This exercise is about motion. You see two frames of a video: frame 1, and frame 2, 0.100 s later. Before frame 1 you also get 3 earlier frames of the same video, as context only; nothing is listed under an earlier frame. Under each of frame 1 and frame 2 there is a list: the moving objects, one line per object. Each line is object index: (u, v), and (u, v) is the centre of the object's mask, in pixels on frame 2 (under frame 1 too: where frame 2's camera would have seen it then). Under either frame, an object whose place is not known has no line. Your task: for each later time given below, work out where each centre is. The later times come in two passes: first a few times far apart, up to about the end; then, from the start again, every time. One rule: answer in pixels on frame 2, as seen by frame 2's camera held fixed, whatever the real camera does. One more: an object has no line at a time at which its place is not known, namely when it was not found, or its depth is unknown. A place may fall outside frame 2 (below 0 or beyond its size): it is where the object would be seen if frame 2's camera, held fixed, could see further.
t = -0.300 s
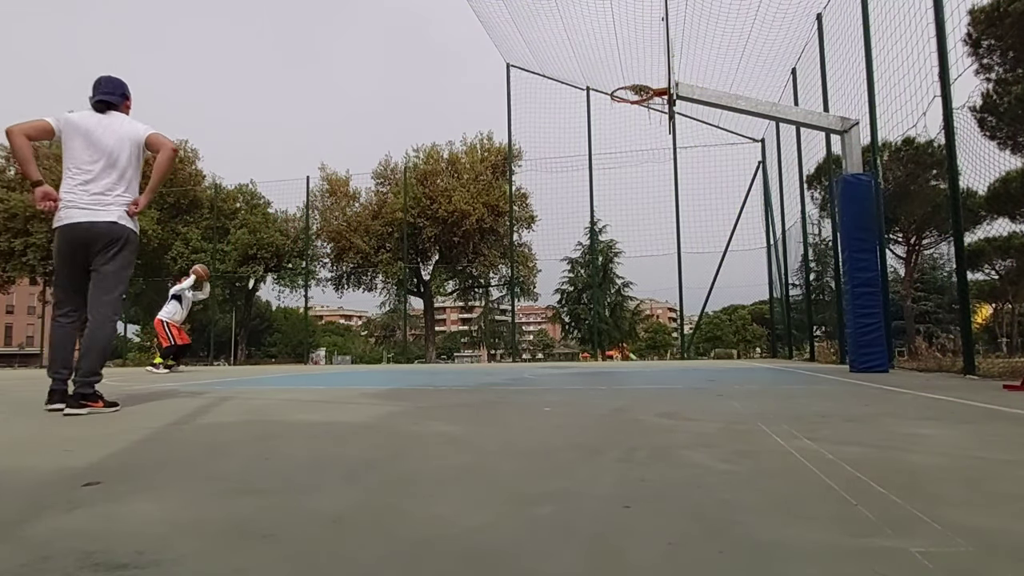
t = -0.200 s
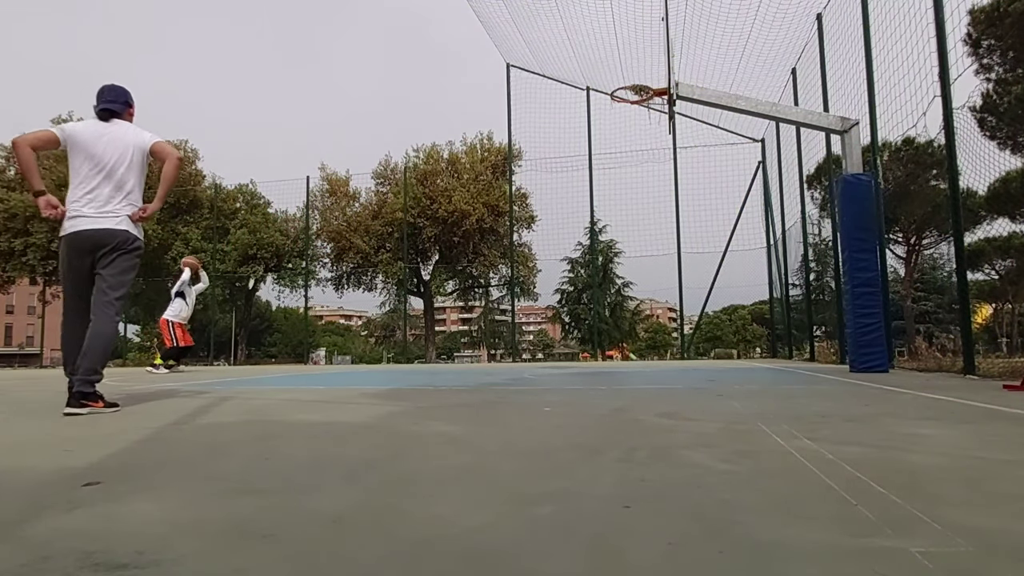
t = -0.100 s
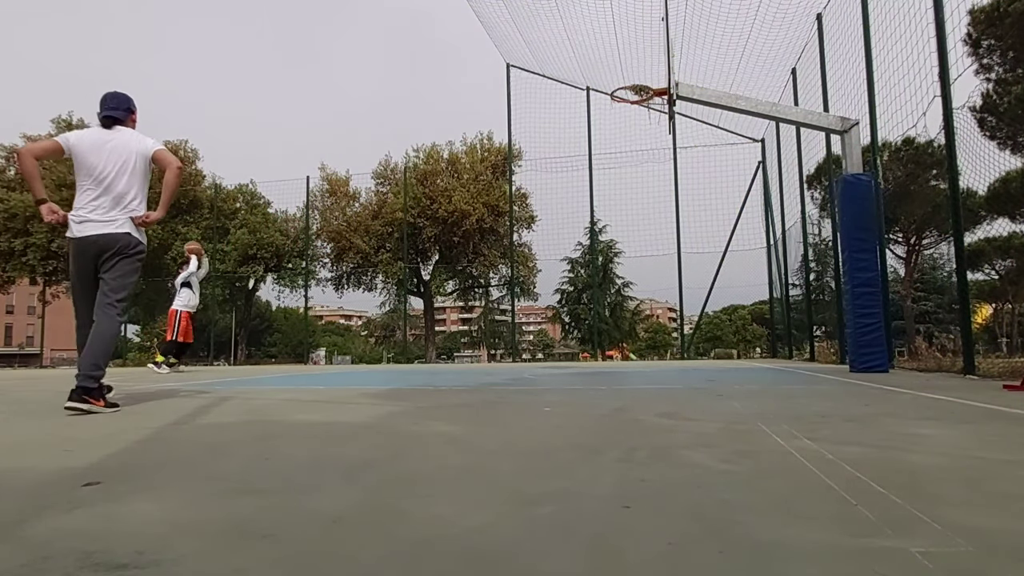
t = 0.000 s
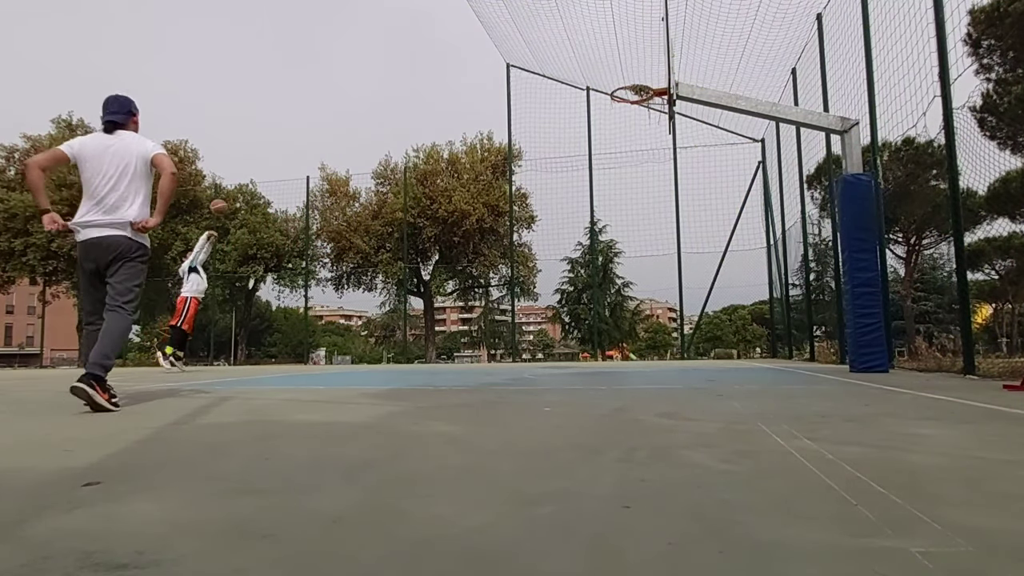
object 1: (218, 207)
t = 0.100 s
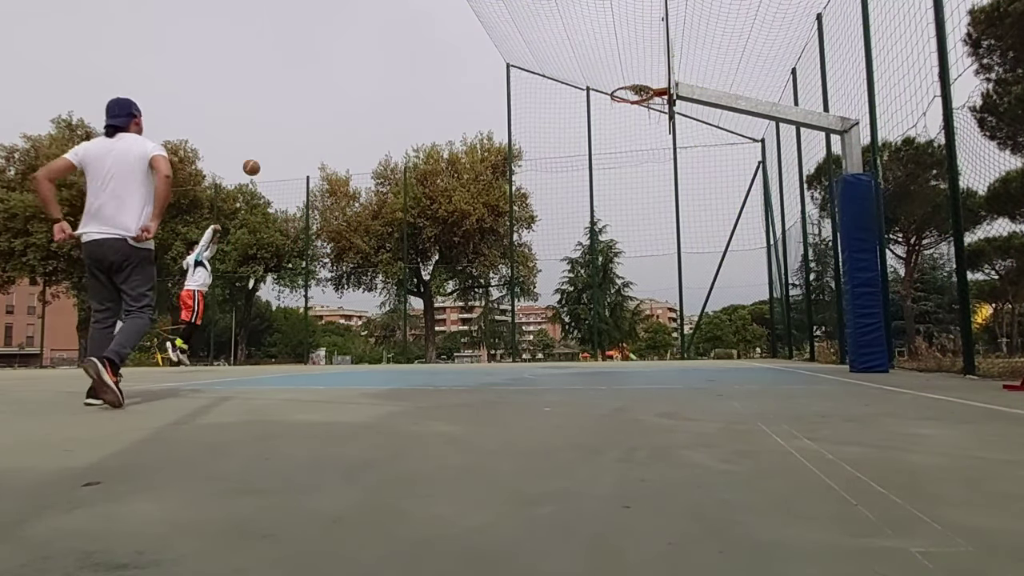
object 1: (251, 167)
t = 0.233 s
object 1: (296, 122)
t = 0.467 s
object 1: (381, 67)
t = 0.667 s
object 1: (460, 47)
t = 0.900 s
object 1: (564, 63)
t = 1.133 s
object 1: (654, 134)
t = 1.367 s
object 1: (626, 276)
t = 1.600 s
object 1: (587, 294)
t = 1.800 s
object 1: (544, 206)
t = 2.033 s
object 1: (498, 155)
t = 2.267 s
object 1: (452, 147)
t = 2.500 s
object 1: (410, 185)
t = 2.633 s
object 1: (385, 228)
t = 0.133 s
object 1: (262, 155)
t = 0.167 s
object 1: (273, 144)
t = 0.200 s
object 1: (285, 133)
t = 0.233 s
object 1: (296, 122)
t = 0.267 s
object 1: (308, 113)
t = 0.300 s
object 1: (319, 103)
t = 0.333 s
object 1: (331, 95)
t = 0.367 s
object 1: (343, 87)
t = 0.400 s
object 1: (356, 79)
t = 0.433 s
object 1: (368, 73)
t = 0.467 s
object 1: (381, 67)
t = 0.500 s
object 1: (393, 61)
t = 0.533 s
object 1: (406, 57)
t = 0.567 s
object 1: (419, 53)
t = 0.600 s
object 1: (433, 51)
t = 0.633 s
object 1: (446, 49)
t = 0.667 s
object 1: (460, 47)
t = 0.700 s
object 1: (474, 47)
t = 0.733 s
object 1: (488, 47)
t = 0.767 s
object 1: (502, 49)
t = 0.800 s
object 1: (517, 51)
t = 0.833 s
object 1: (533, 54)
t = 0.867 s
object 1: (548, 58)
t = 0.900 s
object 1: (564, 63)
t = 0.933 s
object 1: (580, 69)
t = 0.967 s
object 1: (596, 76)
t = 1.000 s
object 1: (613, 85)
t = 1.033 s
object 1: (629, 96)
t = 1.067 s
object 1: (649, 105)
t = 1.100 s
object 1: (658, 117)
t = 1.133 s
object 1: (654, 134)
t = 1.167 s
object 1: (651, 150)
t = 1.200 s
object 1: (646, 168)
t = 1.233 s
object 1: (642, 187)
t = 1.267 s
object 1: (637, 208)
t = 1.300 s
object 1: (633, 230)
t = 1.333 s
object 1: (630, 252)
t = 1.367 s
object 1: (626, 276)
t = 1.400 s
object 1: (622, 300)
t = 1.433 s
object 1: (618, 326)
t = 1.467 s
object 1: (614, 354)
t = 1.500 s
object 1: (608, 354)
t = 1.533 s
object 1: (600, 334)
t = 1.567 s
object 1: (594, 313)
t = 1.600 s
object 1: (587, 294)
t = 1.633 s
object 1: (580, 277)
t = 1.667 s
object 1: (573, 260)
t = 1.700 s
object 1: (565, 245)
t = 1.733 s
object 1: (558, 231)
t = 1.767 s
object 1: (551, 218)
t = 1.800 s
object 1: (544, 206)
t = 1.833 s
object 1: (537, 196)
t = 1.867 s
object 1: (530, 187)
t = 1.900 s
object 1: (523, 178)
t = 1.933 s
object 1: (517, 170)
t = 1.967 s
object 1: (510, 164)
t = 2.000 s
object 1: (504, 158)
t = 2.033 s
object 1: (498, 155)
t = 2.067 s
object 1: (491, 149)
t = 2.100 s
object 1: (485, 146)
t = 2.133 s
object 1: (478, 144)
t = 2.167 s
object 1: (471, 143)
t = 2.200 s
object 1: (464, 143)
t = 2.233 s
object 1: (458, 144)
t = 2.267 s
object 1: (452, 147)
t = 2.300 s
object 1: (445, 150)
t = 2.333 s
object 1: (439, 154)
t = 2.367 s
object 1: (433, 159)
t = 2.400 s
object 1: (428, 164)
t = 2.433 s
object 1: (422, 170)
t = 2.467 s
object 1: (417, 176)
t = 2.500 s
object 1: (410, 185)
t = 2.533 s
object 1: (403, 194)
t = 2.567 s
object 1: (397, 204)
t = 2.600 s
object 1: (391, 215)
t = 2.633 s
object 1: (385, 228)
